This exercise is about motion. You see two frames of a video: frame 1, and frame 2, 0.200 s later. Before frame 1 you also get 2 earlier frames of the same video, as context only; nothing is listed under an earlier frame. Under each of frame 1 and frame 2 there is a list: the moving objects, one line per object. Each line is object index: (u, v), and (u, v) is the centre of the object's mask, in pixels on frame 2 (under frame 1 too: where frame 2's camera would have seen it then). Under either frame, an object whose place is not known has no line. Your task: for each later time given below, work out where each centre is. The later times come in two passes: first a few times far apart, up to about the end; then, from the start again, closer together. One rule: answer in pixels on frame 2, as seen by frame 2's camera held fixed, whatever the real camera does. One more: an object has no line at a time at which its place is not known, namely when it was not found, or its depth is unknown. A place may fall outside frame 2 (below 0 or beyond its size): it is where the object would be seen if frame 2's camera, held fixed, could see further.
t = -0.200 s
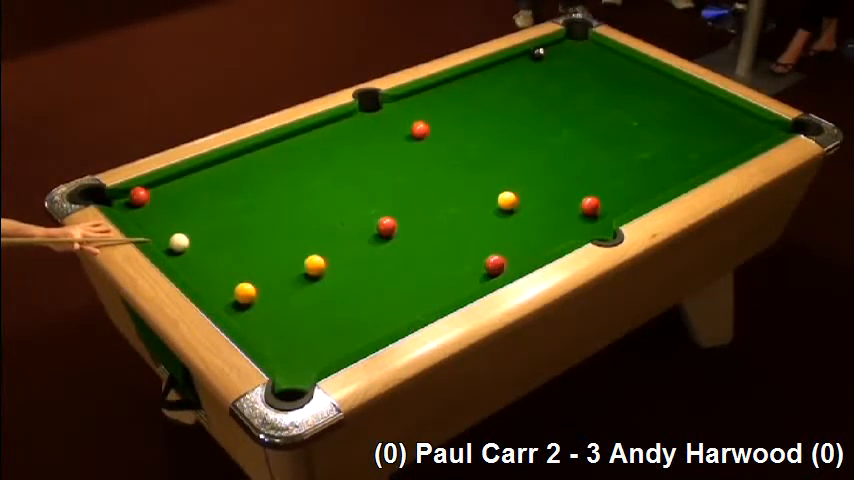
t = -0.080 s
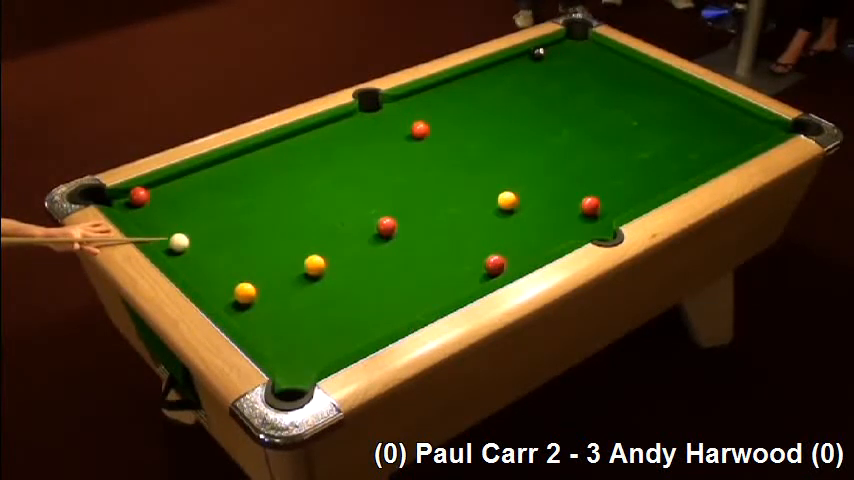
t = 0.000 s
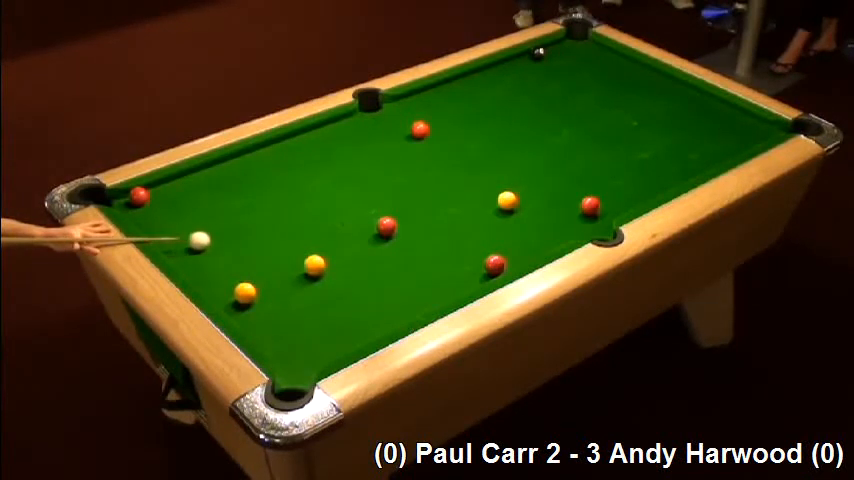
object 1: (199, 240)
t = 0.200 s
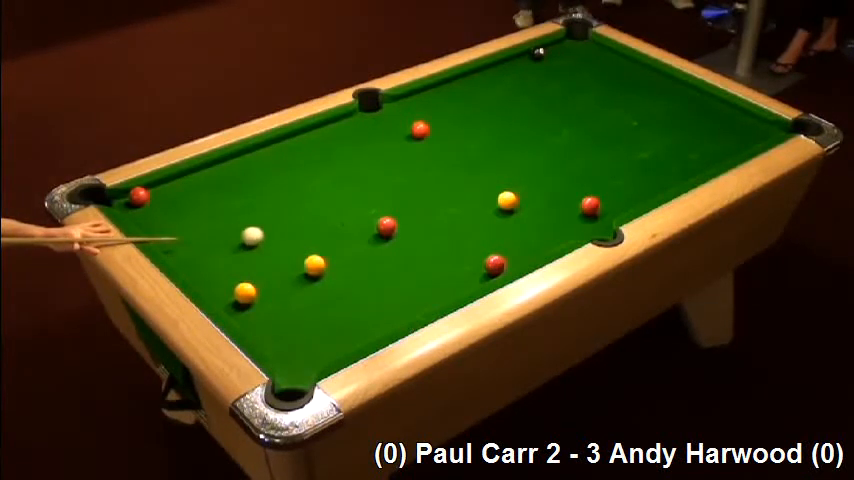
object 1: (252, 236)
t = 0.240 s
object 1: (262, 235)
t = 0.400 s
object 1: (303, 232)
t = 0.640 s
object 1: (361, 227)
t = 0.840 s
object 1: (371, 223)
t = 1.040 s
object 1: (376, 221)
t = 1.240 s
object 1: (381, 219)
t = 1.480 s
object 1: (386, 218)
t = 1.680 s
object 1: (387, 217)
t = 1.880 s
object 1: (388, 217)
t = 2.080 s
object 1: (388, 217)
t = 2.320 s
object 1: (388, 217)
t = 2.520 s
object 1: (388, 217)
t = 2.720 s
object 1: (388, 217)
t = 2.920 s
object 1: (388, 217)
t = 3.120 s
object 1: (388, 217)
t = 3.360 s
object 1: (388, 217)
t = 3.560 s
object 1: (388, 217)
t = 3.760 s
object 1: (388, 217)
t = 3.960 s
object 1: (388, 217)
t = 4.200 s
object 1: (388, 217)
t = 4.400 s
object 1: (388, 217)
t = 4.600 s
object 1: (388, 217)
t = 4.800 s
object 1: (388, 217)
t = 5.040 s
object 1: (388, 217)
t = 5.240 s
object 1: (388, 217)
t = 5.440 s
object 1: (388, 217)
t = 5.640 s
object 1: (388, 217)
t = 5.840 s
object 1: (388, 217)
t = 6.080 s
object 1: (388, 217)
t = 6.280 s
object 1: (388, 217)
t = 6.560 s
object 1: (387, 216)
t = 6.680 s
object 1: (388, 217)
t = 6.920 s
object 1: (388, 217)
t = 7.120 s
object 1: (388, 217)
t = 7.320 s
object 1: (387, 217)
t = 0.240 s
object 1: (262, 235)
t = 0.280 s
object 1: (273, 234)
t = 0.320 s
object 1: (283, 233)
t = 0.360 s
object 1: (293, 232)
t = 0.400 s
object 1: (303, 232)
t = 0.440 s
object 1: (312, 231)
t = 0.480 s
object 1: (323, 230)
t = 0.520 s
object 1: (332, 229)
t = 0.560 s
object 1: (342, 228)
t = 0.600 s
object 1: (352, 227)
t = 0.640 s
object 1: (361, 227)
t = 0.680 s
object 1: (366, 226)
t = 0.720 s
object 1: (367, 225)
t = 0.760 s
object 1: (368, 225)
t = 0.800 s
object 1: (369, 224)
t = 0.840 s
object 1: (371, 223)
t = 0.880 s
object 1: (372, 223)
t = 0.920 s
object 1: (373, 222)
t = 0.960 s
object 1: (374, 221)
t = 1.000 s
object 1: (375, 221)
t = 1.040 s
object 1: (376, 221)
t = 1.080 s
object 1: (377, 220)
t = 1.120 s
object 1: (378, 220)
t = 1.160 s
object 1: (380, 220)
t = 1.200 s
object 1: (380, 219)
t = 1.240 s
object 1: (381, 219)
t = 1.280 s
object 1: (382, 219)
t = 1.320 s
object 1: (383, 219)
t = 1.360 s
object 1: (384, 219)
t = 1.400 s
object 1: (385, 218)
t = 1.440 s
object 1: (385, 218)
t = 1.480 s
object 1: (386, 218)
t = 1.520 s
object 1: (386, 218)
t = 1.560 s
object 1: (387, 218)
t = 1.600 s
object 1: (387, 218)
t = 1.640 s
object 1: (387, 217)
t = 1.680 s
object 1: (387, 217)
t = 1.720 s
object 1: (388, 217)
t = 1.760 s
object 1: (388, 217)
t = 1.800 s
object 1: (388, 217)
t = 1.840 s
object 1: (388, 217)
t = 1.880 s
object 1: (388, 217)
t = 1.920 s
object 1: (388, 217)
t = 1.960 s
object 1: (388, 217)
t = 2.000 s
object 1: (388, 217)
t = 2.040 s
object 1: (388, 217)
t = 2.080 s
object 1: (388, 217)
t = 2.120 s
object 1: (388, 217)
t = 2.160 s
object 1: (388, 217)
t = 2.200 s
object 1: (388, 217)
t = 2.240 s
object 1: (388, 217)
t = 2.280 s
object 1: (388, 217)
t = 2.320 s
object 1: (388, 217)
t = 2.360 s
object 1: (388, 217)
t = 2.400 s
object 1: (388, 217)
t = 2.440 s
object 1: (388, 217)
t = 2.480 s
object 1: (388, 217)
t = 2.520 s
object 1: (388, 217)
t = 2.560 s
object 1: (388, 217)
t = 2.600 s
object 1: (388, 217)
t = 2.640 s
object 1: (388, 217)
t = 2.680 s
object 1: (388, 217)
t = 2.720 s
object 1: (388, 217)
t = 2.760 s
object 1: (388, 217)
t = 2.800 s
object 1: (388, 217)
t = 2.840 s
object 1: (388, 217)
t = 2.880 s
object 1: (388, 217)
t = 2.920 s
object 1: (388, 217)
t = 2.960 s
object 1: (388, 217)
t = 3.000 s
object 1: (388, 217)
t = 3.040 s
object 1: (388, 217)
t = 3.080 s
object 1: (388, 217)
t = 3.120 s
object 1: (388, 217)
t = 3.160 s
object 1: (388, 217)
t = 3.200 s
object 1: (388, 217)
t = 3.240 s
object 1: (388, 217)
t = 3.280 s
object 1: (388, 217)
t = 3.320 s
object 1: (388, 217)
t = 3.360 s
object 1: (388, 217)
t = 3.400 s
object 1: (388, 217)
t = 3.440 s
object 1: (388, 217)
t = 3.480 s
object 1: (388, 217)
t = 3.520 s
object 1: (388, 217)
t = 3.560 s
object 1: (388, 217)
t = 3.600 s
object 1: (388, 217)
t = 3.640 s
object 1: (388, 217)
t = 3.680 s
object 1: (388, 217)
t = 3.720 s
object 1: (388, 217)
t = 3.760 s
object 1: (388, 217)
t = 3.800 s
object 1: (388, 217)
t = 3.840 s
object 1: (388, 217)
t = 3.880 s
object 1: (388, 217)
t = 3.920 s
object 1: (388, 217)
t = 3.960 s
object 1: (388, 217)
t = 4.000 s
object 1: (388, 217)
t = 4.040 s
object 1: (388, 217)
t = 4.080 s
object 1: (388, 217)
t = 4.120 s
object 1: (388, 217)
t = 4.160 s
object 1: (388, 217)
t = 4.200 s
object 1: (388, 217)
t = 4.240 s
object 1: (388, 217)
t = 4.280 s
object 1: (388, 217)
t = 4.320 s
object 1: (388, 217)
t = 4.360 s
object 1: (388, 217)
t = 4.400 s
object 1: (388, 217)
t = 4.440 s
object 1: (388, 217)
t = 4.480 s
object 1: (388, 217)
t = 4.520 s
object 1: (388, 217)
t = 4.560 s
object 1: (388, 217)
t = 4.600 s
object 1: (388, 217)
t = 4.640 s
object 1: (388, 217)
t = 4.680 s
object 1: (388, 217)
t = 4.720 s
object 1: (388, 217)
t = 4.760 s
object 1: (388, 217)
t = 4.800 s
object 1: (388, 217)
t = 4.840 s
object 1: (388, 217)
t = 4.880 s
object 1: (388, 217)
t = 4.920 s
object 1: (388, 217)
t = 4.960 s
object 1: (388, 217)
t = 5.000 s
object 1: (388, 217)
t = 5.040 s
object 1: (388, 217)
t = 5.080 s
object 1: (388, 217)
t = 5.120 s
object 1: (388, 217)
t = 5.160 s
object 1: (388, 217)
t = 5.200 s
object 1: (388, 217)
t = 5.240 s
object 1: (388, 217)
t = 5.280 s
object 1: (388, 217)
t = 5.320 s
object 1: (388, 217)
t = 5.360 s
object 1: (388, 217)
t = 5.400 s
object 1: (388, 217)
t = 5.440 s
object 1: (388, 217)
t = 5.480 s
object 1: (388, 217)
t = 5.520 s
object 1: (388, 217)
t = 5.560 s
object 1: (388, 217)
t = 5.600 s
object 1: (388, 217)
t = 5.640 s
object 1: (388, 217)
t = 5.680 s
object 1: (388, 217)
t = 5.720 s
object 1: (388, 217)
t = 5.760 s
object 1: (388, 217)
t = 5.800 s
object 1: (388, 217)
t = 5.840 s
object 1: (388, 217)
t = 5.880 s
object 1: (388, 217)
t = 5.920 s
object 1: (388, 217)
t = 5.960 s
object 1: (388, 217)
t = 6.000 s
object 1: (388, 217)
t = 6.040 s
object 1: (388, 217)
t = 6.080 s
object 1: (388, 217)
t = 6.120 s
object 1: (388, 217)
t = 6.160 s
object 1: (388, 217)
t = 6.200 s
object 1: (388, 217)
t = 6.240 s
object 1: (388, 217)
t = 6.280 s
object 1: (388, 217)
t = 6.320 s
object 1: (390, 217)
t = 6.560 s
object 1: (387, 216)
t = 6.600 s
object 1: (388, 217)
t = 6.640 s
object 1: (388, 217)
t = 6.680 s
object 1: (388, 217)
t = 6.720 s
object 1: (388, 217)
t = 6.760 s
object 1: (388, 217)
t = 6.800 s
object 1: (388, 217)
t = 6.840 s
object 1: (388, 217)
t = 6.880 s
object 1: (388, 217)
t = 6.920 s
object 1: (388, 217)
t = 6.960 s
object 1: (388, 217)
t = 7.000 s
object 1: (388, 217)
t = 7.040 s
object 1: (387, 217)
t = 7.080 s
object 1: (387, 217)
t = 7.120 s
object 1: (388, 217)
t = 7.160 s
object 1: (387, 217)
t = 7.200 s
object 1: (387, 217)
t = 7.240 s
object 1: (387, 217)
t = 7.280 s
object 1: (387, 217)
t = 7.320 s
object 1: (387, 217)
